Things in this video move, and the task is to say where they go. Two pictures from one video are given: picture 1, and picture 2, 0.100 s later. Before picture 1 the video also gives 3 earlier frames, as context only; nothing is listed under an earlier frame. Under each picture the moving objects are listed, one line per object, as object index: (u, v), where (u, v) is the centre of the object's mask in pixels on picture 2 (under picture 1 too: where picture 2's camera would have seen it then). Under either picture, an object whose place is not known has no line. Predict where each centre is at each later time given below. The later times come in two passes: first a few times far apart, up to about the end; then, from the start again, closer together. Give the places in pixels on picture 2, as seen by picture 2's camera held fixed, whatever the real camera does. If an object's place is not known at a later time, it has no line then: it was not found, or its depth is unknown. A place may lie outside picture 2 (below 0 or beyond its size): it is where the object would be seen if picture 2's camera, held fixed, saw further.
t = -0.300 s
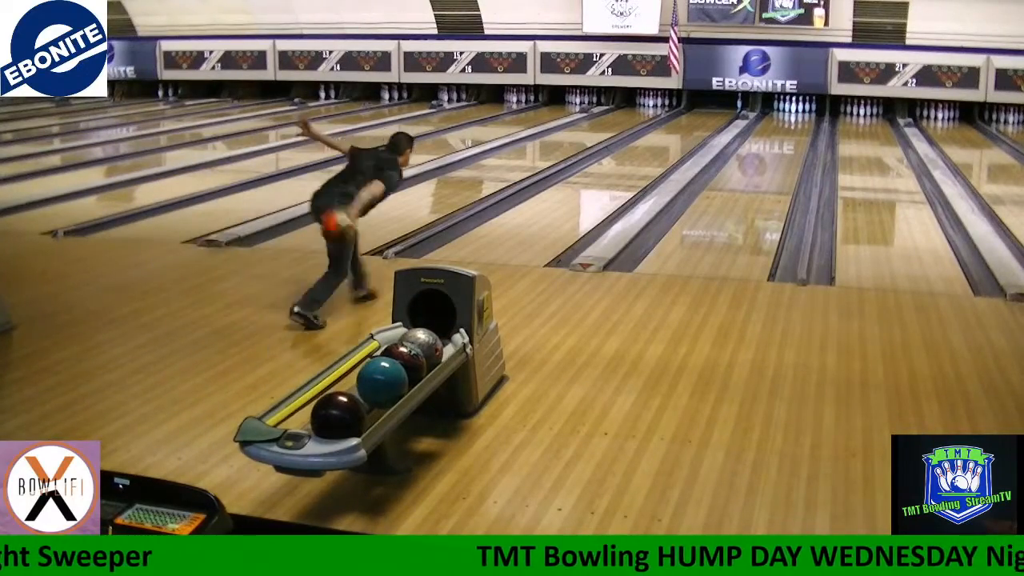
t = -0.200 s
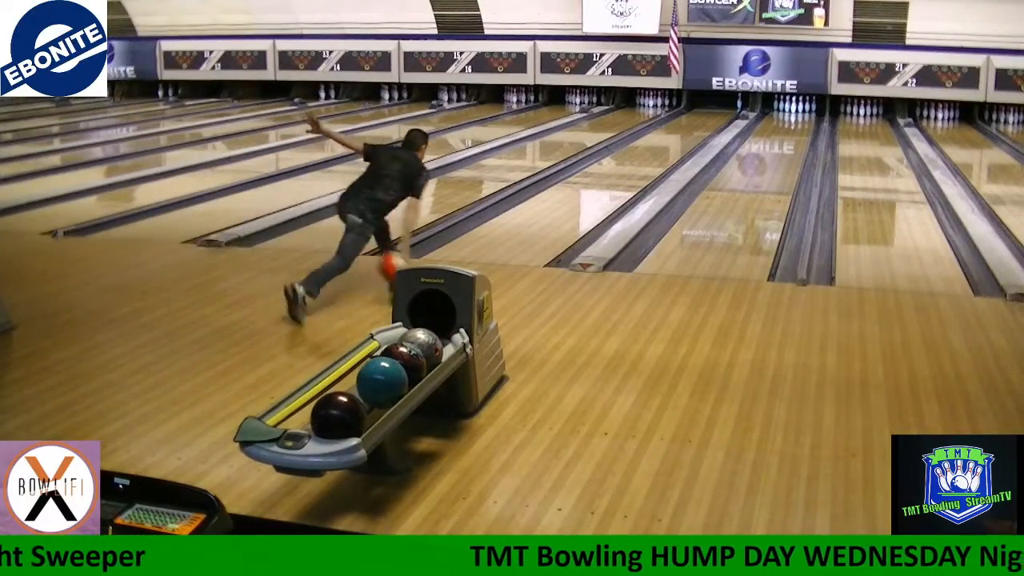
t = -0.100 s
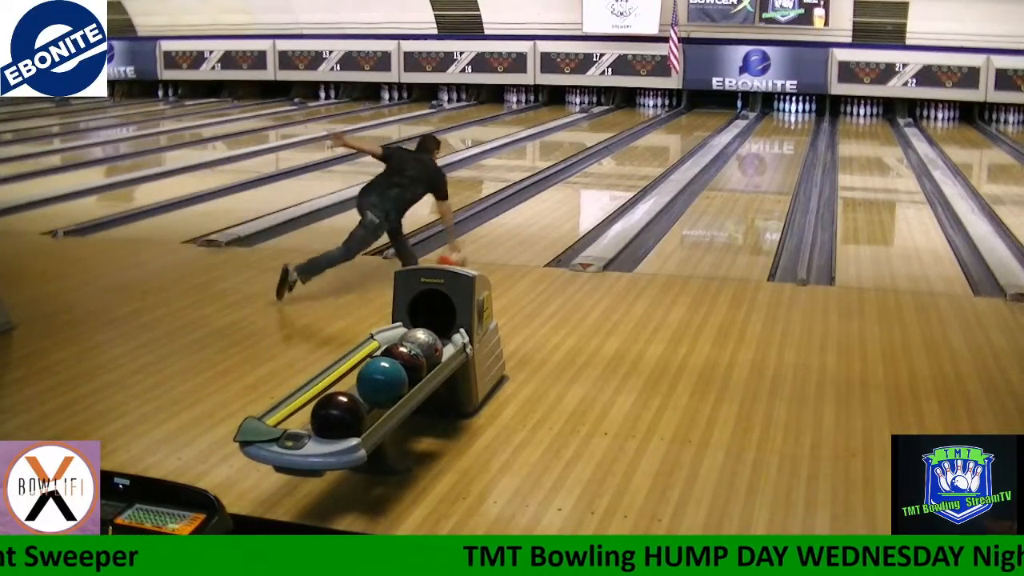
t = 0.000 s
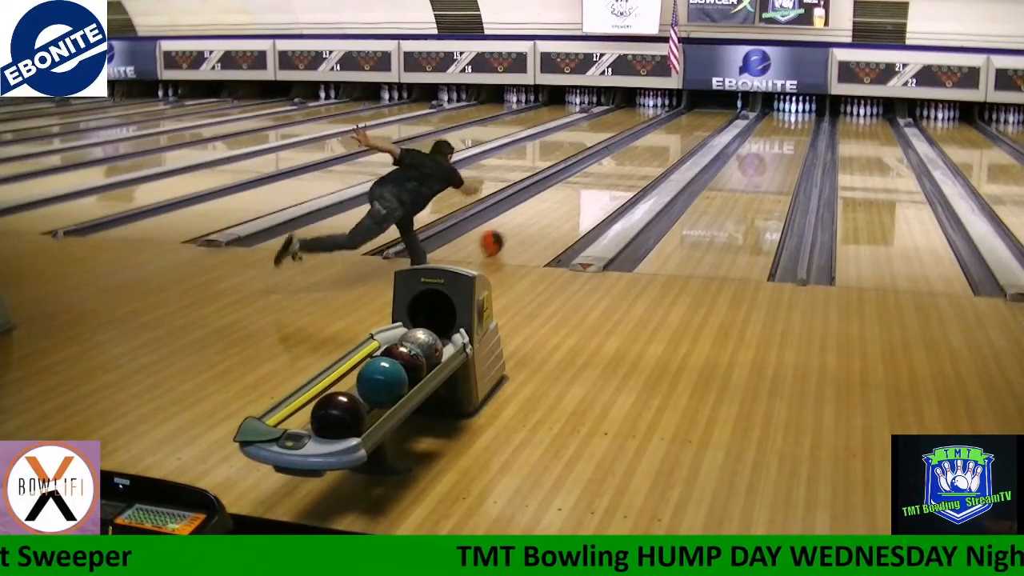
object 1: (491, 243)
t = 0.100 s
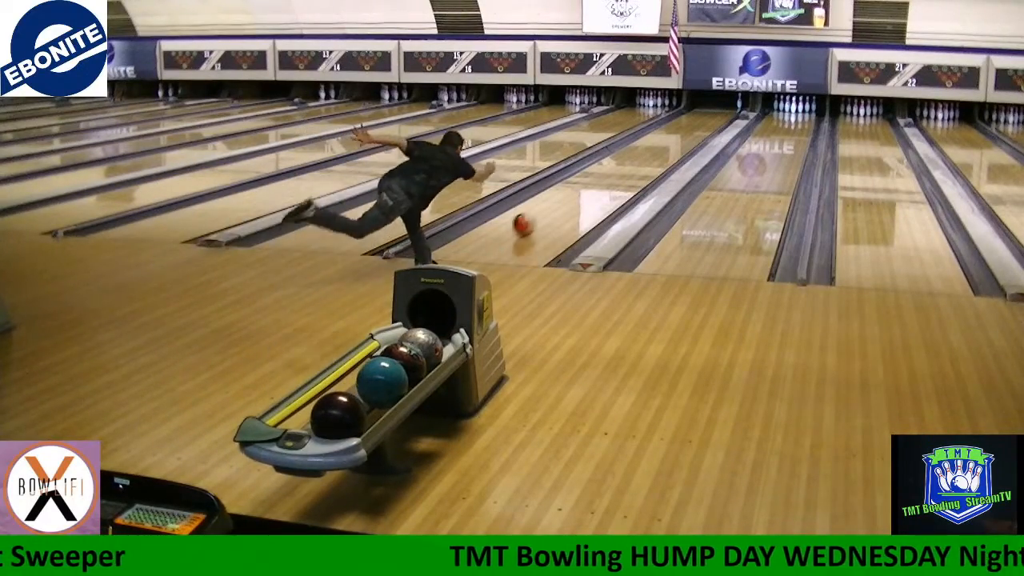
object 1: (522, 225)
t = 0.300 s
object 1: (575, 196)
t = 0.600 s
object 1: (628, 166)
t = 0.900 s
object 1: (665, 146)
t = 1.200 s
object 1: (693, 131)
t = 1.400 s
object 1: (708, 122)
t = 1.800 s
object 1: (726, 111)
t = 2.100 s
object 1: (735, 104)
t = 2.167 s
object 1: (735, 104)
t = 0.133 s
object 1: (533, 221)
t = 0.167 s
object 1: (542, 216)
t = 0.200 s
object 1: (552, 210)
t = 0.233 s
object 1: (561, 205)
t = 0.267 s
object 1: (567, 200)
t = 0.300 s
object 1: (575, 196)
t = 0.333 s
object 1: (581, 193)
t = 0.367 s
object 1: (588, 189)
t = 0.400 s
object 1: (595, 186)
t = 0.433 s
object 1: (602, 182)
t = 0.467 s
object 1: (608, 180)
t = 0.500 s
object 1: (614, 175)
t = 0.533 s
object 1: (620, 172)
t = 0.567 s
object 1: (624, 169)
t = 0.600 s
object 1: (628, 166)
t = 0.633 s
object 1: (634, 164)
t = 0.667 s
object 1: (638, 161)
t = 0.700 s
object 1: (643, 159)
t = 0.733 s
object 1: (647, 157)
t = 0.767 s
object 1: (652, 154)
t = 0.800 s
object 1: (656, 152)
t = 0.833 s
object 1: (659, 150)
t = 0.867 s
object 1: (662, 148)
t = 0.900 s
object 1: (665, 146)
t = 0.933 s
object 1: (669, 144)
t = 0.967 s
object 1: (673, 142)
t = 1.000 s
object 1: (677, 140)
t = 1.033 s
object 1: (680, 138)
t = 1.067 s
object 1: (683, 137)
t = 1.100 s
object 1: (685, 135)
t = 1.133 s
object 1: (688, 133)
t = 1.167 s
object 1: (691, 132)
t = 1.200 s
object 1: (693, 131)
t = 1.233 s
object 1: (695, 129)
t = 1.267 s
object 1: (697, 128)
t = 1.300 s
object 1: (700, 126)
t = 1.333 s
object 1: (702, 125)
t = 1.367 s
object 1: (704, 124)
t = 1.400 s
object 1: (708, 122)
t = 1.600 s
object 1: (716, 117)
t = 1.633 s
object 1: (718, 116)
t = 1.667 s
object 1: (719, 115)
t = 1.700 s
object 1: (721, 114)
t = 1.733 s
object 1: (723, 113)
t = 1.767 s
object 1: (724, 112)
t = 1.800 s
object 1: (726, 111)
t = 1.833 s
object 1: (727, 110)
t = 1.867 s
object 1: (727, 110)
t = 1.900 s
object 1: (729, 109)
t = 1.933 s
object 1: (730, 109)
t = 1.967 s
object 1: (732, 107)
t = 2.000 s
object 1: (733, 107)
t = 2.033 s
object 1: (734, 106)
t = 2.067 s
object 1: (734, 105)
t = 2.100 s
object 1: (735, 104)
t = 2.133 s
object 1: (735, 104)
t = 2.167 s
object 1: (735, 104)
